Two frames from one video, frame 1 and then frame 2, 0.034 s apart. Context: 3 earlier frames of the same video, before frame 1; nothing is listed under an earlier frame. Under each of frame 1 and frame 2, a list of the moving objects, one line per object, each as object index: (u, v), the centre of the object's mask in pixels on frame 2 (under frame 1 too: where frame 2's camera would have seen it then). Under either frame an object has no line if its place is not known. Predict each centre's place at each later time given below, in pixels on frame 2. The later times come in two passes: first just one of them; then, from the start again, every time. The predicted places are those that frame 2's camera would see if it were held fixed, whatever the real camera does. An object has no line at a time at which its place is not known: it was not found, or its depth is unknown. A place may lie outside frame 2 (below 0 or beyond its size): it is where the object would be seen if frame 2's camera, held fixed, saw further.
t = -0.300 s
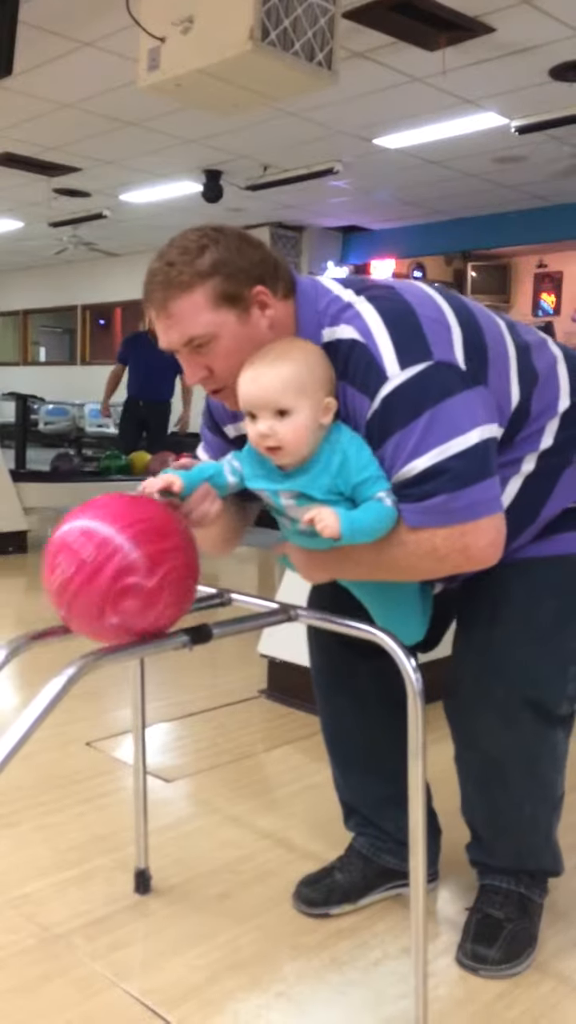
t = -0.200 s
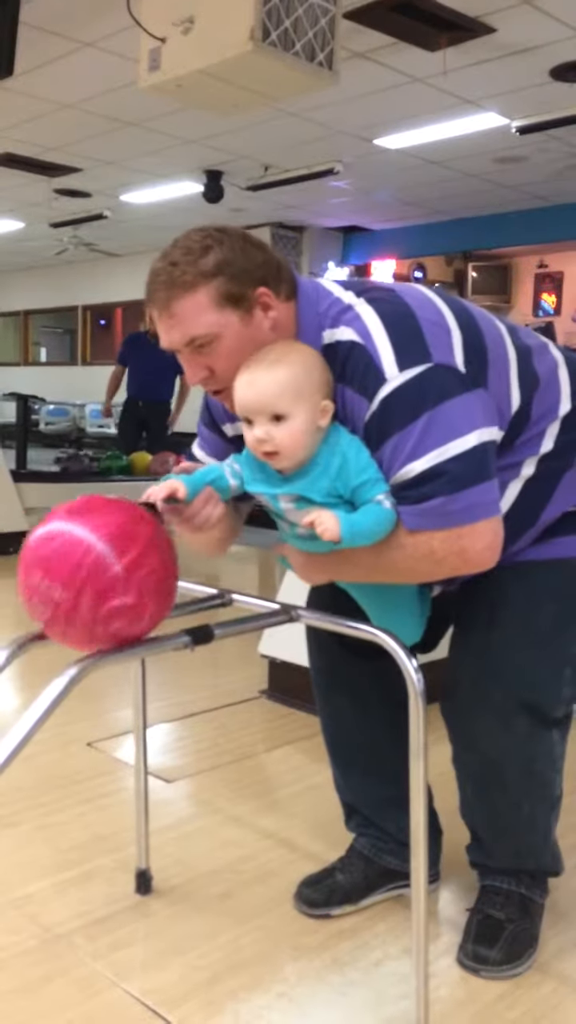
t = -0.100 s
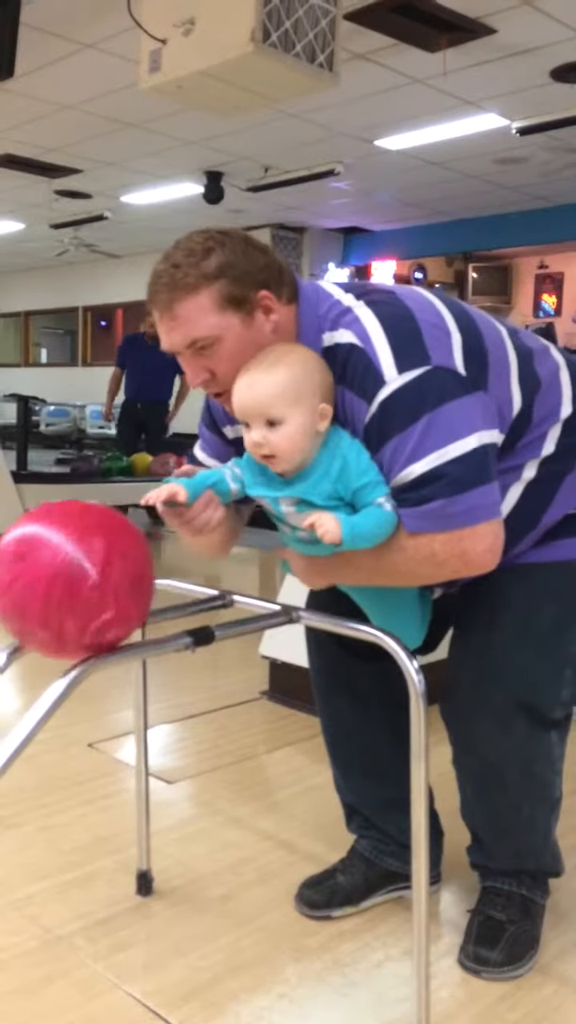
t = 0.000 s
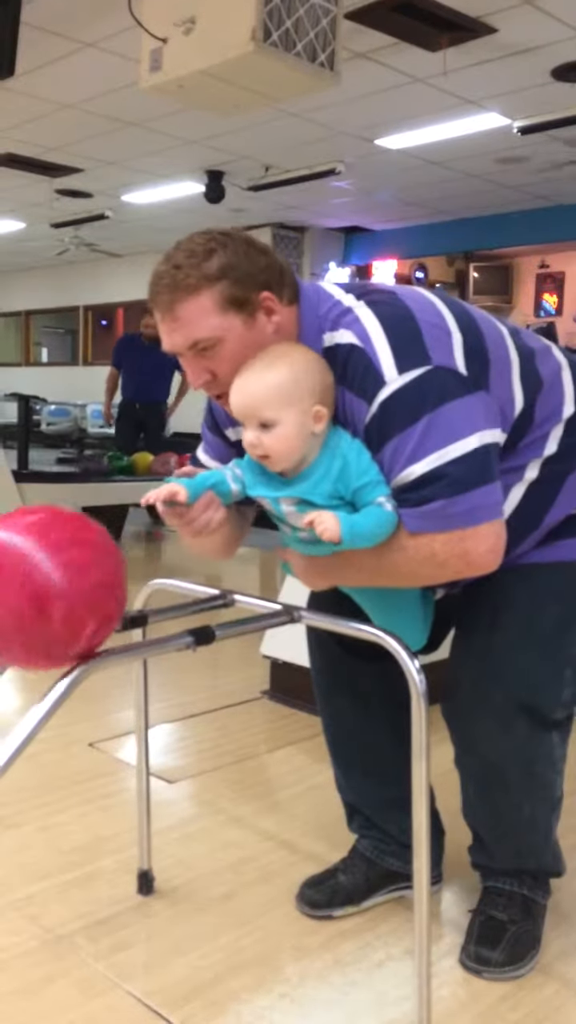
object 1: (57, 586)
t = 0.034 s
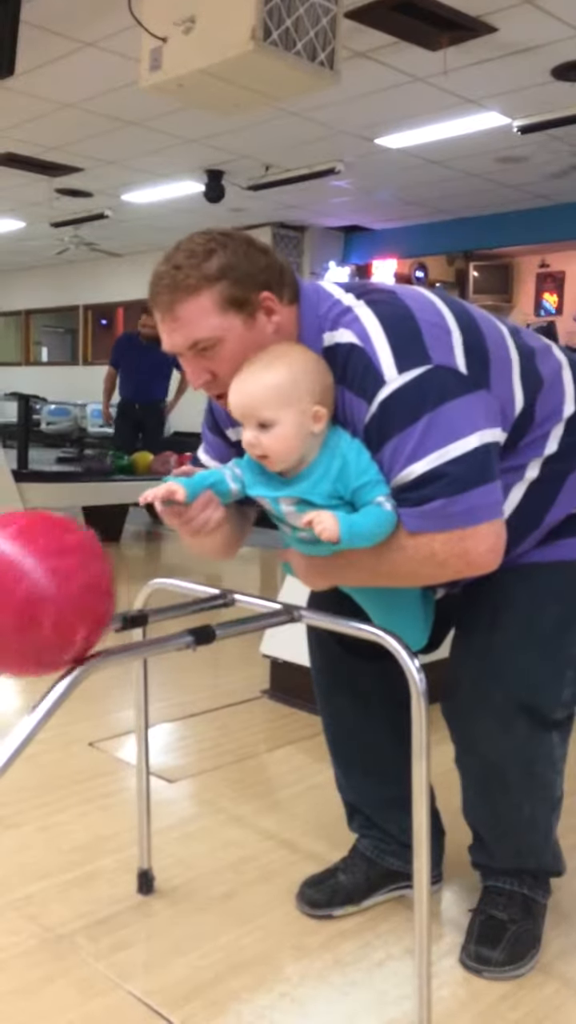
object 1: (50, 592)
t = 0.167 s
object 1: (21, 651)
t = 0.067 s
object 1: (44, 600)
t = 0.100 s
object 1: (37, 612)
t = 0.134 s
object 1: (29, 628)
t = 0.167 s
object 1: (21, 651)
